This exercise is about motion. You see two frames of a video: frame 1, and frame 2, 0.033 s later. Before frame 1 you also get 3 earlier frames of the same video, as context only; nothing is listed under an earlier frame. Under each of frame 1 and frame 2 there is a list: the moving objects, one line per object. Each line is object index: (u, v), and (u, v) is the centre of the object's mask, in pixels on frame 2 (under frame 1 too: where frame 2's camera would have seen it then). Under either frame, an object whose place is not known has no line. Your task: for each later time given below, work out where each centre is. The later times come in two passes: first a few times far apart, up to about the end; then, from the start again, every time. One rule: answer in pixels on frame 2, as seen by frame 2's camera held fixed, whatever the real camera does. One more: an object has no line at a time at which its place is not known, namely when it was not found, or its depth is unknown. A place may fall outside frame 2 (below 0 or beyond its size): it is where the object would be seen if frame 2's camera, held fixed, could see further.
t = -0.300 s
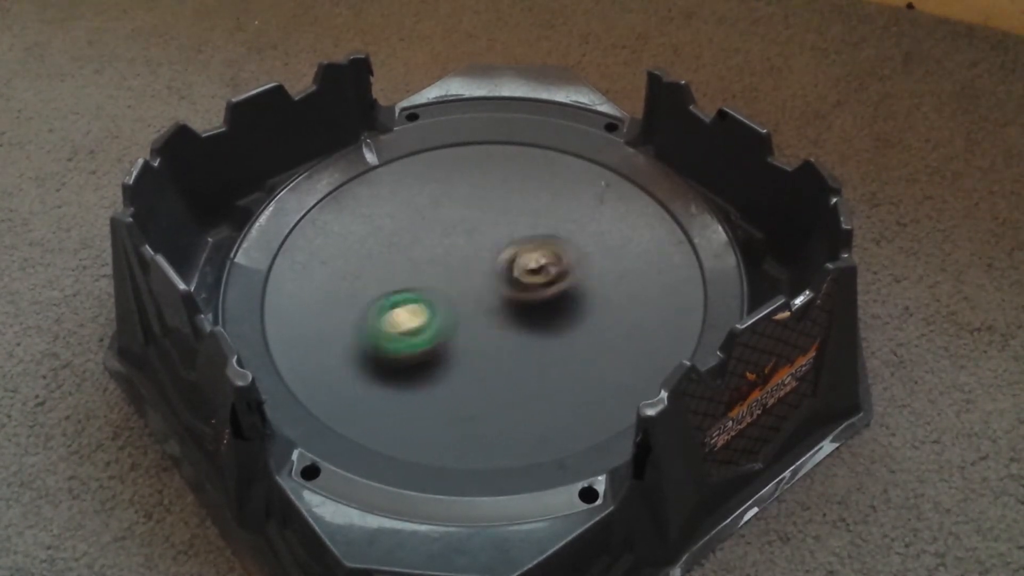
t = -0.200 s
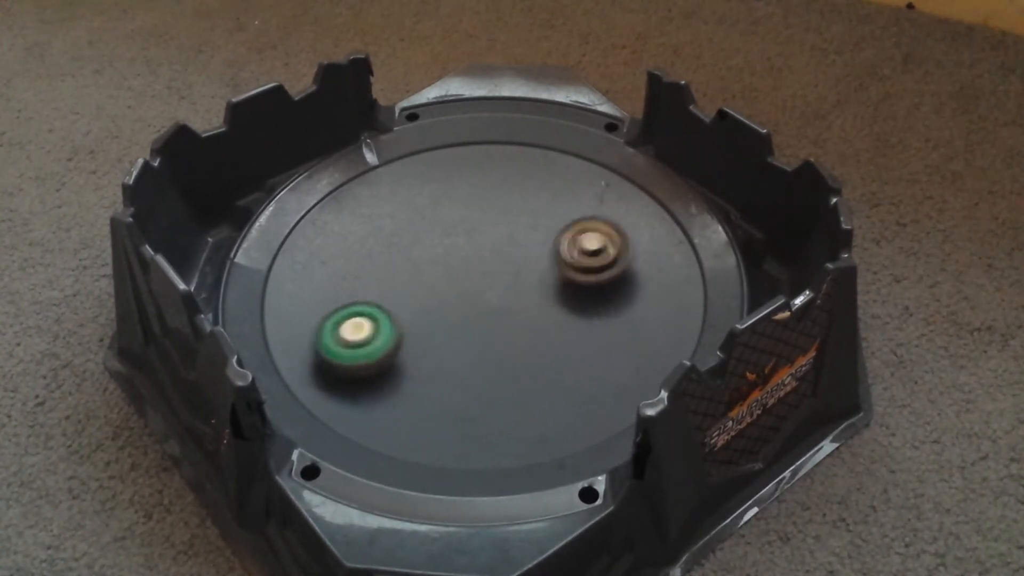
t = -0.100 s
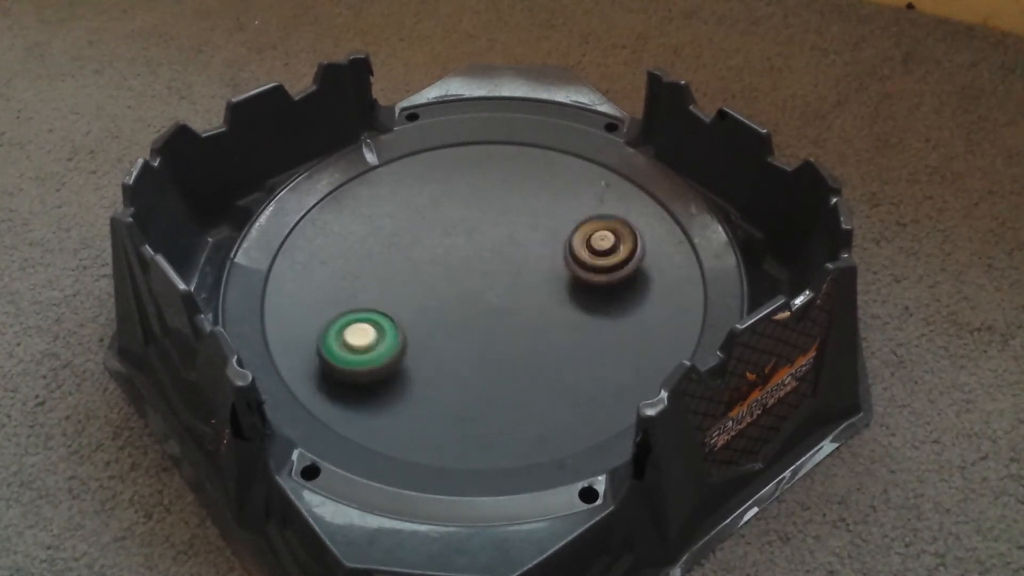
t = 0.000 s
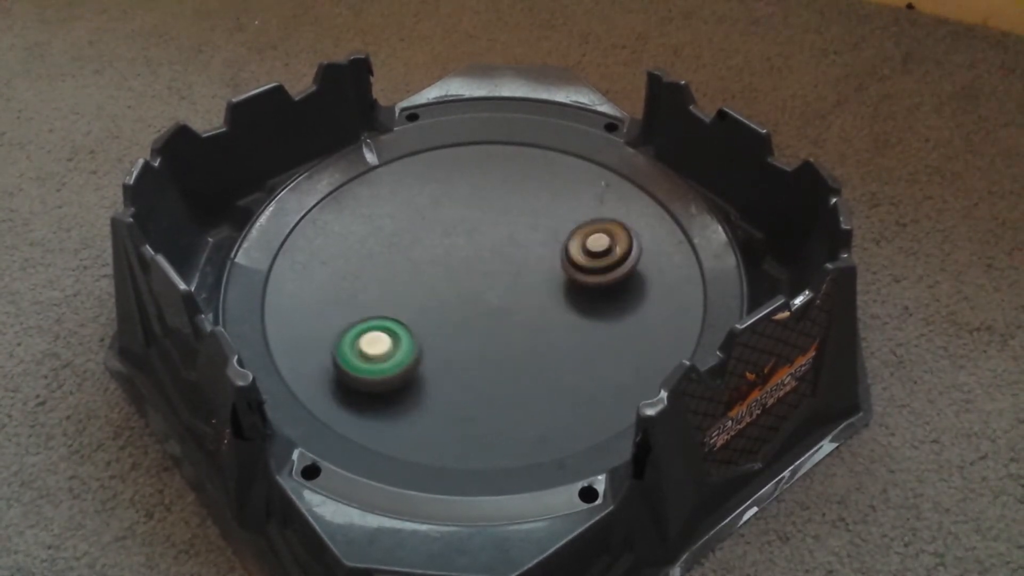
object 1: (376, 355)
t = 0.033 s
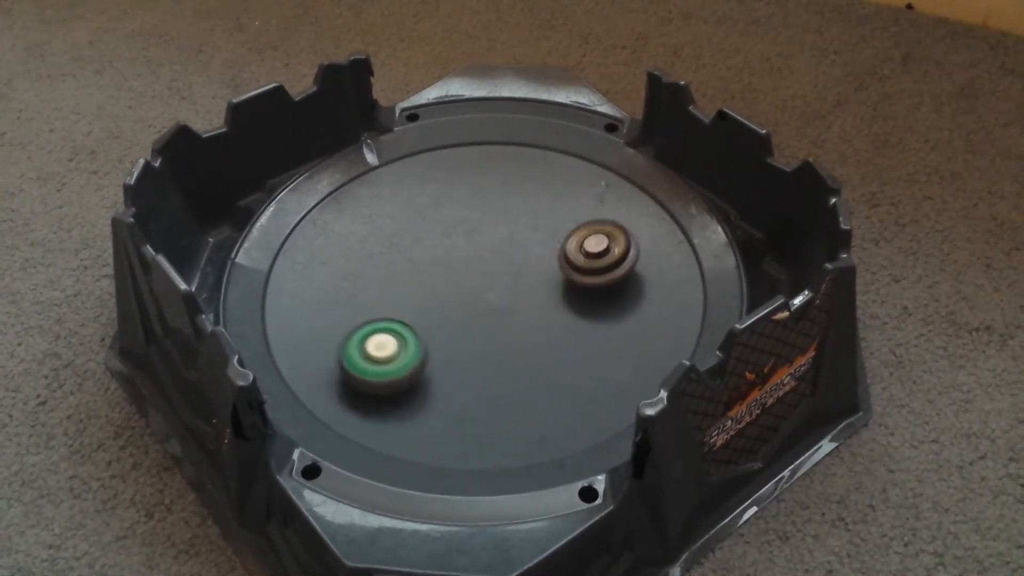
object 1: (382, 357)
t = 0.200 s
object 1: (416, 365)
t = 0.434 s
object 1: (472, 365)
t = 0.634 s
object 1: (516, 357)
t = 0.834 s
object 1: (553, 347)
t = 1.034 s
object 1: (576, 333)
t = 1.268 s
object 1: (587, 314)
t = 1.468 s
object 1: (579, 297)
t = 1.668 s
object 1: (607, 298)
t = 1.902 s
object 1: (596, 284)
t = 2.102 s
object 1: (570, 274)
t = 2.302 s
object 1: (538, 264)
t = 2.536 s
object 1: (519, 244)
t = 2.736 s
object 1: (502, 233)
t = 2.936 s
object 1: (490, 231)
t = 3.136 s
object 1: (479, 236)
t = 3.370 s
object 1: (471, 247)
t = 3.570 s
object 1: (465, 264)
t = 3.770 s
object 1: (453, 273)
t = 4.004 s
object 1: (438, 277)
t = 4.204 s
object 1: (434, 276)
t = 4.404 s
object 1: (439, 279)
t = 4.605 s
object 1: (449, 280)
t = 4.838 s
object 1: (456, 279)
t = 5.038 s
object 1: (442, 268)
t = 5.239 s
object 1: (449, 273)
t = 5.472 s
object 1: (447, 275)
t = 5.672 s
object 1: (443, 278)
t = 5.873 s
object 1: (447, 284)
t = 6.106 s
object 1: (431, 285)
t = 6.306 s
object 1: (421, 285)
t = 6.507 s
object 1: (429, 290)
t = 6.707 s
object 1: (410, 284)
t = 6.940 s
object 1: (416, 291)
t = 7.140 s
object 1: (431, 302)
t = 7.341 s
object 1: (426, 316)
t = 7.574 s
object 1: (415, 328)
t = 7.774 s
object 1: (422, 331)
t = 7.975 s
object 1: (439, 328)
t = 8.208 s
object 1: (459, 332)
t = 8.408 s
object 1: (474, 338)
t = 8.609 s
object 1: (486, 339)
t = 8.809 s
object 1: (490, 341)
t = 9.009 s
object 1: (496, 335)
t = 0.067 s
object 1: (388, 359)
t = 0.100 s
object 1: (395, 361)
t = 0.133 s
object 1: (401, 363)
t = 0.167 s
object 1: (409, 364)
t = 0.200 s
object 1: (416, 365)
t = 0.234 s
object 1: (423, 366)
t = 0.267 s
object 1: (431, 367)
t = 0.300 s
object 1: (438, 367)
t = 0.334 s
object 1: (446, 367)
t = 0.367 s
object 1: (454, 367)
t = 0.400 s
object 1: (462, 367)
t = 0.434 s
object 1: (472, 365)
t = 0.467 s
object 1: (480, 364)
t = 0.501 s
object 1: (488, 363)
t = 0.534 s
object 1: (495, 361)
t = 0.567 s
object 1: (501, 361)
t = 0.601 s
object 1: (508, 360)
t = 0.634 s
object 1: (516, 357)
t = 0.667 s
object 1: (523, 356)
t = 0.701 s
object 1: (530, 354)
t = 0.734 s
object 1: (537, 353)
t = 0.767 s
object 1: (543, 351)
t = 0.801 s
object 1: (548, 348)
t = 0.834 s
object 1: (553, 347)
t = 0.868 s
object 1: (558, 345)
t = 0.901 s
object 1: (562, 342)
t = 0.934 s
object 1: (566, 340)
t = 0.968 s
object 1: (570, 338)
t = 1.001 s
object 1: (573, 336)
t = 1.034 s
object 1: (576, 333)
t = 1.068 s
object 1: (579, 330)
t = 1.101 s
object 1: (582, 327)
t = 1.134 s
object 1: (583, 325)
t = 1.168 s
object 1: (585, 322)
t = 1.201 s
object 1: (586, 320)
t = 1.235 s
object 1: (587, 317)
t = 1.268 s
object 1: (587, 314)
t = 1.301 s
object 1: (587, 312)
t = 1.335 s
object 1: (586, 309)
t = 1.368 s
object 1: (585, 306)
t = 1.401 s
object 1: (583, 303)
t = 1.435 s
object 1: (581, 300)
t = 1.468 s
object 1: (579, 297)
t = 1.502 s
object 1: (578, 294)
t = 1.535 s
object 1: (583, 293)
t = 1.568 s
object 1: (596, 297)
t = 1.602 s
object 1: (604, 300)
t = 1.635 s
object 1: (607, 300)
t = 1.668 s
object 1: (607, 298)
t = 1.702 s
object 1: (607, 296)
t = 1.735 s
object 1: (606, 294)
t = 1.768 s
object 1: (606, 292)
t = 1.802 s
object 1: (604, 289)
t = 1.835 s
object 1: (602, 287)
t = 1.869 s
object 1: (600, 286)
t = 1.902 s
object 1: (596, 284)
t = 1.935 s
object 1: (593, 282)
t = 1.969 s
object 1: (589, 280)
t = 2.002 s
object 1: (585, 278)
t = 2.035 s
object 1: (580, 277)
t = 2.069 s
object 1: (575, 276)
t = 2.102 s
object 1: (570, 274)
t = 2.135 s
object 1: (565, 272)
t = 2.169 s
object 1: (559, 271)
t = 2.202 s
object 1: (554, 269)
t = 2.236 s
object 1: (549, 268)
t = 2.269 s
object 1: (543, 266)
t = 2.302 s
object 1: (538, 264)
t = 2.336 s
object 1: (533, 262)
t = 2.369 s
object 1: (531, 259)
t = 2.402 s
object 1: (532, 254)
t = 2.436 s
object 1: (529, 251)
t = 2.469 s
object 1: (526, 248)
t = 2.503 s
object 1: (522, 246)
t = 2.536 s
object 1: (519, 244)
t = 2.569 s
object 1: (516, 241)
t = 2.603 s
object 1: (513, 239)
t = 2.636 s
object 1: (510, 237)
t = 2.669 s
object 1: (508, 236)
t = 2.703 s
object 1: (505, 234)
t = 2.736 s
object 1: (502, 233)
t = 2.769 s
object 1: (500, 232)
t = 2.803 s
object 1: (498, 231)
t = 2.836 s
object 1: (496, 231)
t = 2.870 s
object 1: (494, 231)
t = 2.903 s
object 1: (492, 231)
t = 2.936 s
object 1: (490, 231)
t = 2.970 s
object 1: (488, 231)
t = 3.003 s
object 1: (486, 232)
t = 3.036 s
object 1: (484, 233)
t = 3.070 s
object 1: (482, 234)
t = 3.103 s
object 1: (481, 235)
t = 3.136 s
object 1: (479, 236)
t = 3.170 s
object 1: (478, 236)
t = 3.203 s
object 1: (477, 236)
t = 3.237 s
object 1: (476, 238)
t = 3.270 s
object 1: (475, 241)
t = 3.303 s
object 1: (473, 242)
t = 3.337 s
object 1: (472, 245)
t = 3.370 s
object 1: (471, 247)
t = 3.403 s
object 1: (470, 250)
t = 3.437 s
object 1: (469, 253)
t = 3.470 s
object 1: (468, 256)
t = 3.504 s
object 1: (467, 258)
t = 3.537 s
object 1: (466, 261)
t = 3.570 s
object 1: (465, 264)
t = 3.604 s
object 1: (463, 267)
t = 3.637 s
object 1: (461, 267)
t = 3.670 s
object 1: (459, 266)
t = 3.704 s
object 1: (457, 268)
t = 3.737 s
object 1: (455, 270)
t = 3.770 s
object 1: (453, 273)
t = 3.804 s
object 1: (451, 274)
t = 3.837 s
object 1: (448, 274)
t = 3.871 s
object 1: (447, 275)
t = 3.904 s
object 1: (445, 276)
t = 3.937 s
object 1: (443, 277)
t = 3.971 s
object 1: (441, 278)
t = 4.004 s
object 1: (438, 277)
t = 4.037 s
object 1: (437, 275)
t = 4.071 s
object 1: (436, 275)
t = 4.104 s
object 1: (435, 275)
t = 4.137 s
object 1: (434, 275)
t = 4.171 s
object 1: (434, 276)
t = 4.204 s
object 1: (434, 276)
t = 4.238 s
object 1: (434, 276)
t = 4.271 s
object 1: (434, 277)
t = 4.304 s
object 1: (435, 277)
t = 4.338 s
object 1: (435, 278)
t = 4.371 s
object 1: (437, 278)
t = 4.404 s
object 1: (439, 279)
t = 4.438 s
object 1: (441, 279)
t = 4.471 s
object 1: (442, 279)
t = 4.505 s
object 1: (444, 279)
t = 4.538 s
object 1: (446, 280)
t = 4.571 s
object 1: (447, 280)
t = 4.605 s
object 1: (449, 280)
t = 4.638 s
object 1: (452, 281)
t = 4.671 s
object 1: (454, 281)
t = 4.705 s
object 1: (455, 281)
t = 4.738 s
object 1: (457, 281)
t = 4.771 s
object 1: (459, 282)
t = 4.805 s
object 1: (460, 282)
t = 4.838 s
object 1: (456, 279)
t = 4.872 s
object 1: (448, 273)
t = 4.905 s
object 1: (444, 269)
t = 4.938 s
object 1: (443, 267)
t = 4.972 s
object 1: (443, 267)
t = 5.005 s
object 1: (443, 267)
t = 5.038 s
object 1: (442, 268)
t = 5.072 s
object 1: (443, 267)
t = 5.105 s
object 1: (444, 268)
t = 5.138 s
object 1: (445, 269)
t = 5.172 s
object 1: (446, 271)
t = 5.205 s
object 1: (447, 271)
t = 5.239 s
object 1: (449, 273)
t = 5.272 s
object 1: (451, 275)
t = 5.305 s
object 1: (451, 276)
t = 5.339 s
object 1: (450, 275)
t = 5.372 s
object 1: (449, 274)
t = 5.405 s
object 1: (448, 273)
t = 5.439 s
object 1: (447, 274)
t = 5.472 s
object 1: (447, 275)
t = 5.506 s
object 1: (445, 274)
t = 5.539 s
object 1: (444, 274)
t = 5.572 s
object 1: (444, 275)
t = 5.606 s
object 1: (443, 275)
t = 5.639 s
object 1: (443, 277)
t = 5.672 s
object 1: (443, 278)
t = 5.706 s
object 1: (444, 279)
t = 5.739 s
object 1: (445, 280)
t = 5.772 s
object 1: (446, 281)
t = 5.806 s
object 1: (447, 282)
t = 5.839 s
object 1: (448, 283)
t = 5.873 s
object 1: (447, 284)
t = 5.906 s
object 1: (447, 285)
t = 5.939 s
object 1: (447, 286)
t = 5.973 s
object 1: (448, 287)
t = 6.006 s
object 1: (448, 288)
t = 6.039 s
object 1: (449, 289)
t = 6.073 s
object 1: (442, 287)
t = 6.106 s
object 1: (431, 285)
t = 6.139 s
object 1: (426, 283)
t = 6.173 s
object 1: (423, 283)
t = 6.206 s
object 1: (423, 283)
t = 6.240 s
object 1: (422, 284)
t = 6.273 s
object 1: (422, 285)
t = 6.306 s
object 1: (421, 285)
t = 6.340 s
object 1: (422, 286)
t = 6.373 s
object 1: (423, 287)
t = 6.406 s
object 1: (424, 288)
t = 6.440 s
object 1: (425, 288)
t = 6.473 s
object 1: (427, 288)
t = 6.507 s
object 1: (429, 290)
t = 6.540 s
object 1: (431, 290)
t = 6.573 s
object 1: (434, 291)
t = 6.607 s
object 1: (434, 291)
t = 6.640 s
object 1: (421, 288)
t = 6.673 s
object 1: (413, 285)
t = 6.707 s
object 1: (410, 284)
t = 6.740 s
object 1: (410, 284)
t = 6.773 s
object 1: (410, 285)
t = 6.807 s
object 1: (410, 287)
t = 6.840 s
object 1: (411, 288)
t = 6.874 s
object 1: (413, 289)
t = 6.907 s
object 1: (414, 290)
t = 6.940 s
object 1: (416, 291)
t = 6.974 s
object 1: (418, 293)
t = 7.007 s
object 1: (420, 294)
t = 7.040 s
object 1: (423, 296)
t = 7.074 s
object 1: (425, 298)
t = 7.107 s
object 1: (428, 299)
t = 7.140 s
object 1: (431, 302)
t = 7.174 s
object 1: (434, 304)
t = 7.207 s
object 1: (436, 307)
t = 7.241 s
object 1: (439, 309)
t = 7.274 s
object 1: (442, 311)
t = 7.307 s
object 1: (436, 314)
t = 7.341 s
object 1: (426, 316)
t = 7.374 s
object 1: (419, 318)
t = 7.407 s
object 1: (418, 319)
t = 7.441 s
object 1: (418, 322)
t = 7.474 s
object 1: (417, 324)
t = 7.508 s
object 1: (417, 325)
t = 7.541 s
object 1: (416, 327)
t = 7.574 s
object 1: (415, 328)
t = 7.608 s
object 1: (416, 329)
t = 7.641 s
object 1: (416, 330)
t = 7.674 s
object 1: (417, 330)
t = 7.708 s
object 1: (418, 331)
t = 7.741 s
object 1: (419, 331)
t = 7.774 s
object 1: (422, 331)
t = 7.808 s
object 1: (423, 331)
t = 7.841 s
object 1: (426, 330)
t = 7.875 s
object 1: (429, 329)
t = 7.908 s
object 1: (432, 328)
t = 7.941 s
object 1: (435, 328)
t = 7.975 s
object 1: (439, 328)
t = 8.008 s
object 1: (444, 327)
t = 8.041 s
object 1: (449, 326)
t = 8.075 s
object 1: (453, 326)
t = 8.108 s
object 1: (453, 328)
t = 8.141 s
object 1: (453, 330)
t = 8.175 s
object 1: (455, 330)
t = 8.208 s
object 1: (459, 332)
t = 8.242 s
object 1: (461, 333)
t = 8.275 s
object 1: (464, 334)
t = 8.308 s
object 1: (467, 335)
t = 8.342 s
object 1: (469, 336)
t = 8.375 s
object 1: (471, 337)
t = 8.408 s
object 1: (474, 338)
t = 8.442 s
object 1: (476, 338)
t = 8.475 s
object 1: (479, 338)
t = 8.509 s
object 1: (480, 338)
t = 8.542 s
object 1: (482, 338)
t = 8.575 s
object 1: (484, 339)
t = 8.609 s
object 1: (486, 339)
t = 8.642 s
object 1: (488, 338)
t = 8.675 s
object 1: (489, 338)
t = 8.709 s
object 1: (488, 341)
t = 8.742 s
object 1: (488, 342)
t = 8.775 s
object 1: (489, 341)
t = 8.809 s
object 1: (490, 341)
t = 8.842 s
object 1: (491, 341)
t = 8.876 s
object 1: (491, 340)
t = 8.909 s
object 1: (493, 339)
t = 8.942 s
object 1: (493, 339)
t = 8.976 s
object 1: (494, 336)
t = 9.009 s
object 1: (496, 335)
